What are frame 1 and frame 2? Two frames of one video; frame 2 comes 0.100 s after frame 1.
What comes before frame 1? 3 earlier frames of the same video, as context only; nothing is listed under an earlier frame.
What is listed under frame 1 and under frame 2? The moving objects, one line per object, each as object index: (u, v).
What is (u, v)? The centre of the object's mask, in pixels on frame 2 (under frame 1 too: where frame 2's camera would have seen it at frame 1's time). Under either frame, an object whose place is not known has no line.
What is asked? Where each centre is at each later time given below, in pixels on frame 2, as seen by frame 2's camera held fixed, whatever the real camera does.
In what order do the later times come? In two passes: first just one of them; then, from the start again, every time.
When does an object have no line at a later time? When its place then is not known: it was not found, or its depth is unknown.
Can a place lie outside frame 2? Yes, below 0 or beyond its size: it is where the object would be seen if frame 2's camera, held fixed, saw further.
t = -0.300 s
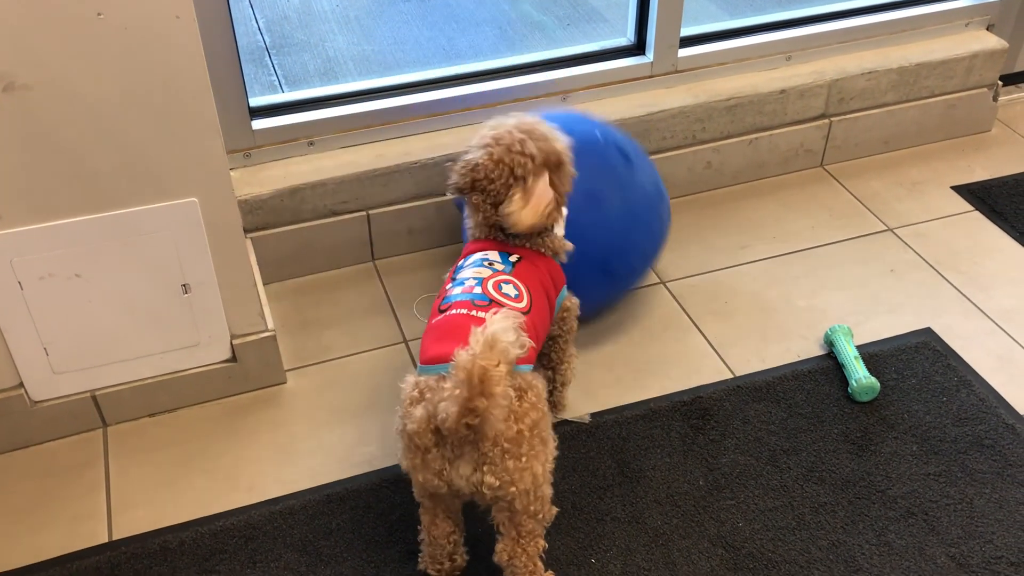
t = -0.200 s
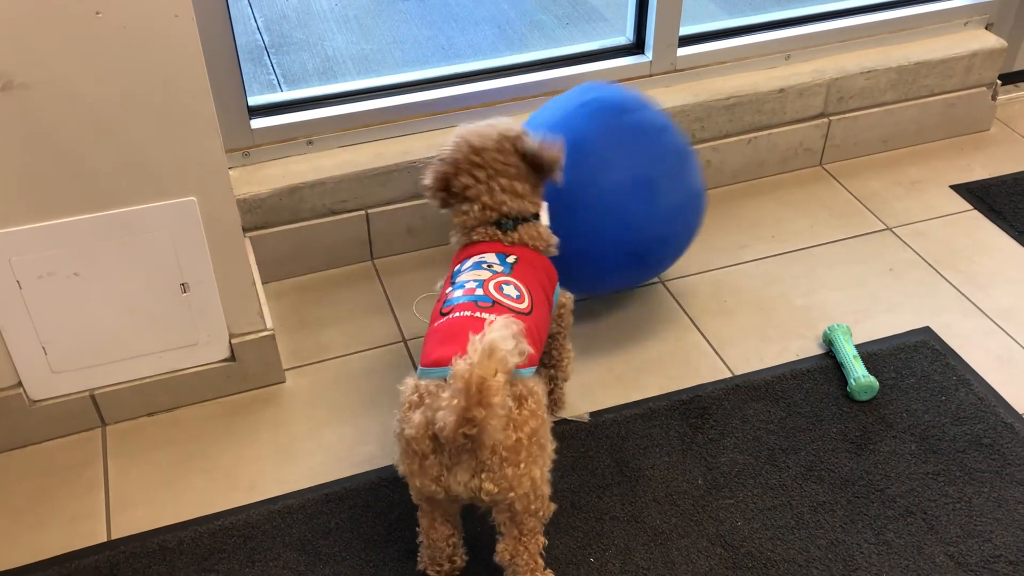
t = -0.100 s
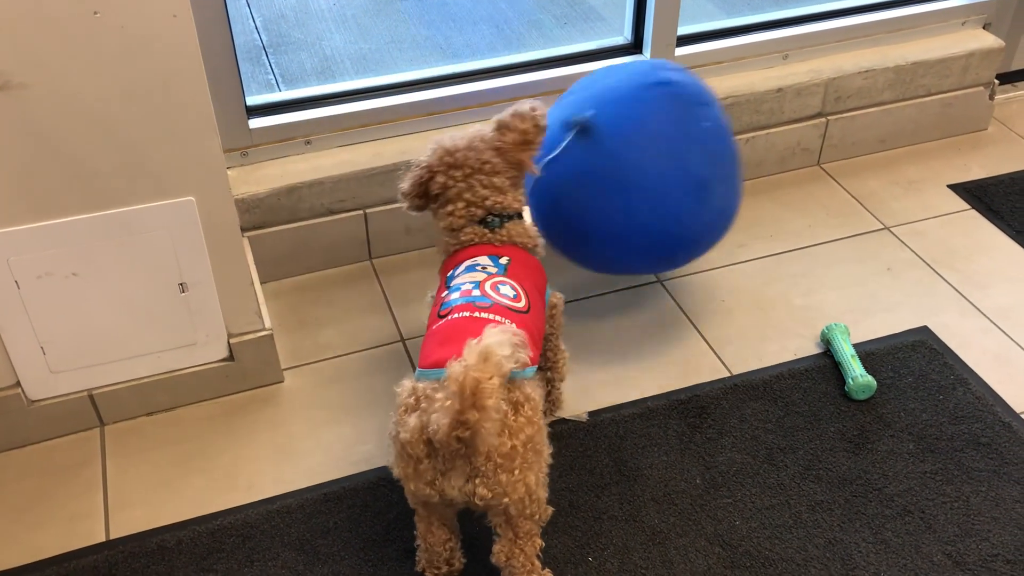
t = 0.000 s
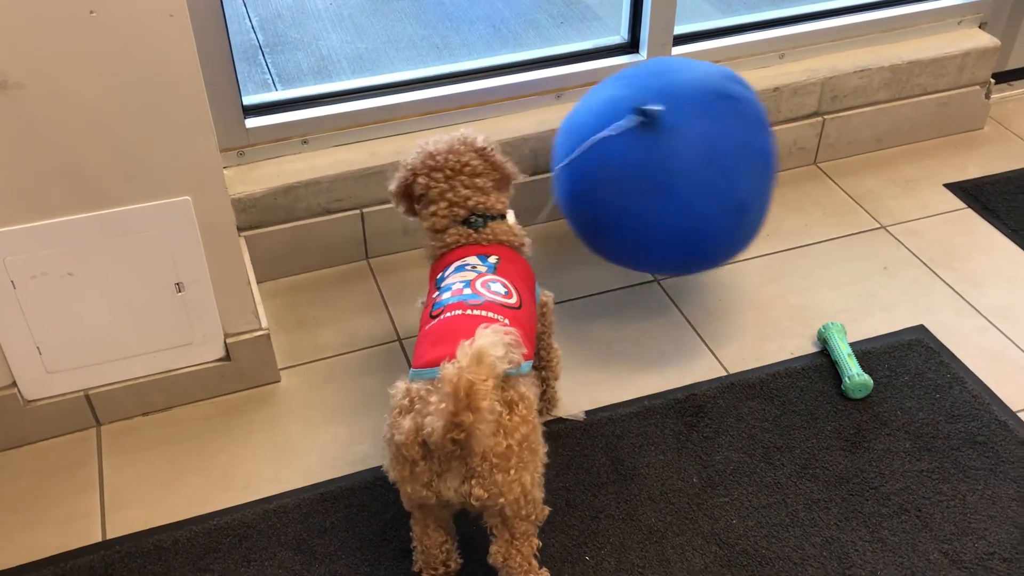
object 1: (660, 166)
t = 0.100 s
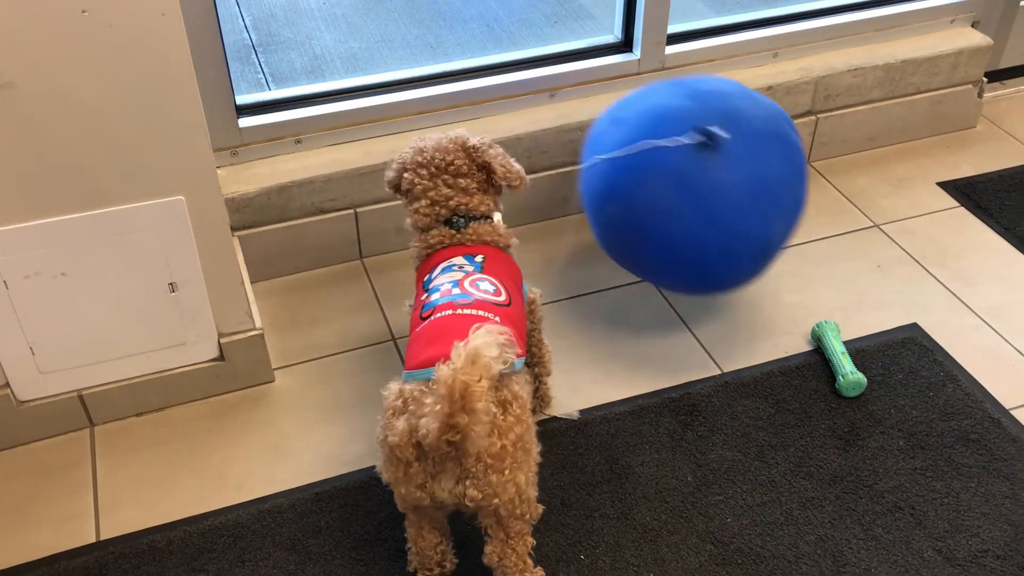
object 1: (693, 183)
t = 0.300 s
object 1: (753, 228)
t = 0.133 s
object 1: (703, 193)
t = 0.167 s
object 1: (713, 205)
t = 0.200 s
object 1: (722, 219)
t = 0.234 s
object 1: (730, 236)
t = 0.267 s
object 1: (741, 239)
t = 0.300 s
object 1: (753, 228)
